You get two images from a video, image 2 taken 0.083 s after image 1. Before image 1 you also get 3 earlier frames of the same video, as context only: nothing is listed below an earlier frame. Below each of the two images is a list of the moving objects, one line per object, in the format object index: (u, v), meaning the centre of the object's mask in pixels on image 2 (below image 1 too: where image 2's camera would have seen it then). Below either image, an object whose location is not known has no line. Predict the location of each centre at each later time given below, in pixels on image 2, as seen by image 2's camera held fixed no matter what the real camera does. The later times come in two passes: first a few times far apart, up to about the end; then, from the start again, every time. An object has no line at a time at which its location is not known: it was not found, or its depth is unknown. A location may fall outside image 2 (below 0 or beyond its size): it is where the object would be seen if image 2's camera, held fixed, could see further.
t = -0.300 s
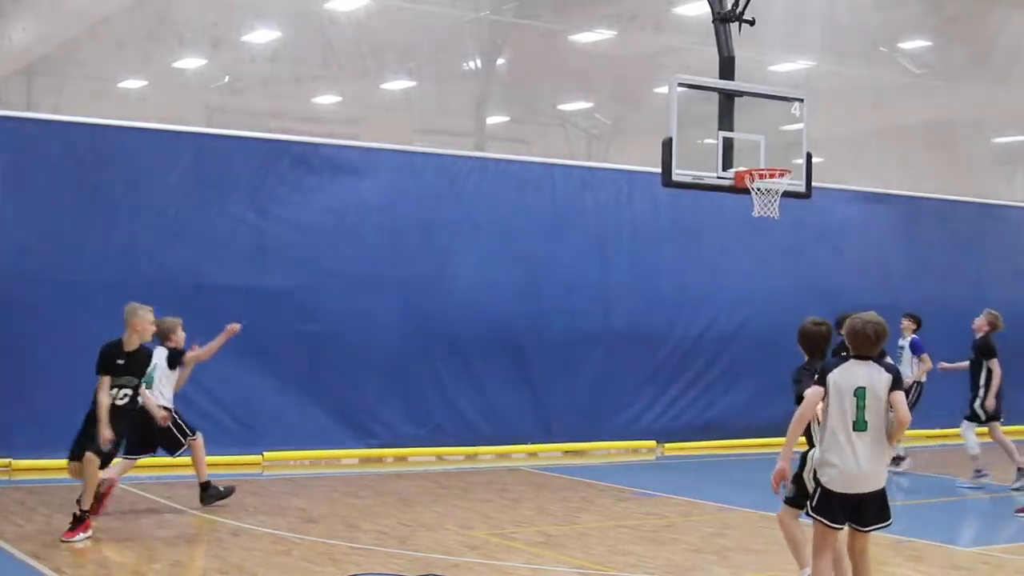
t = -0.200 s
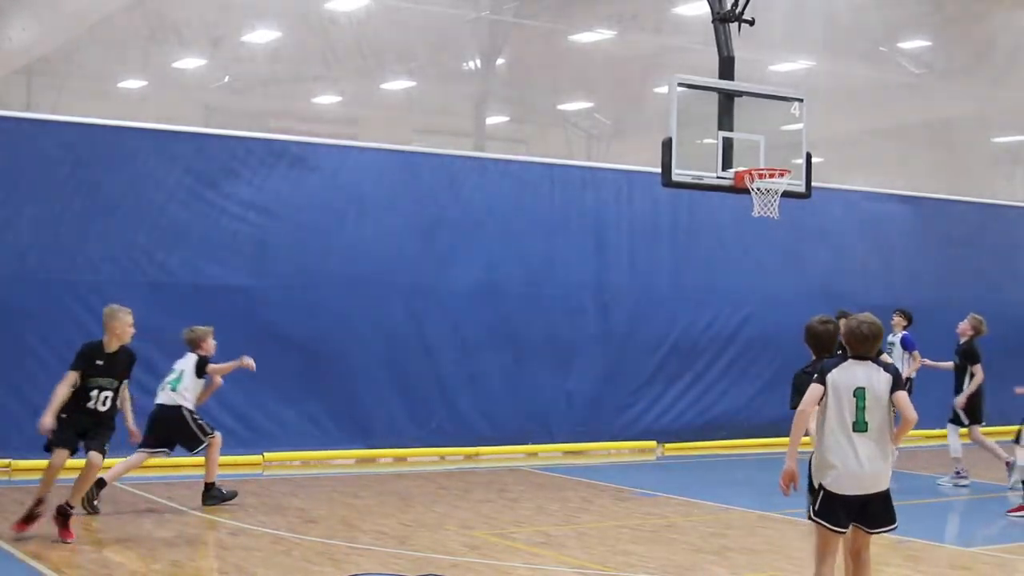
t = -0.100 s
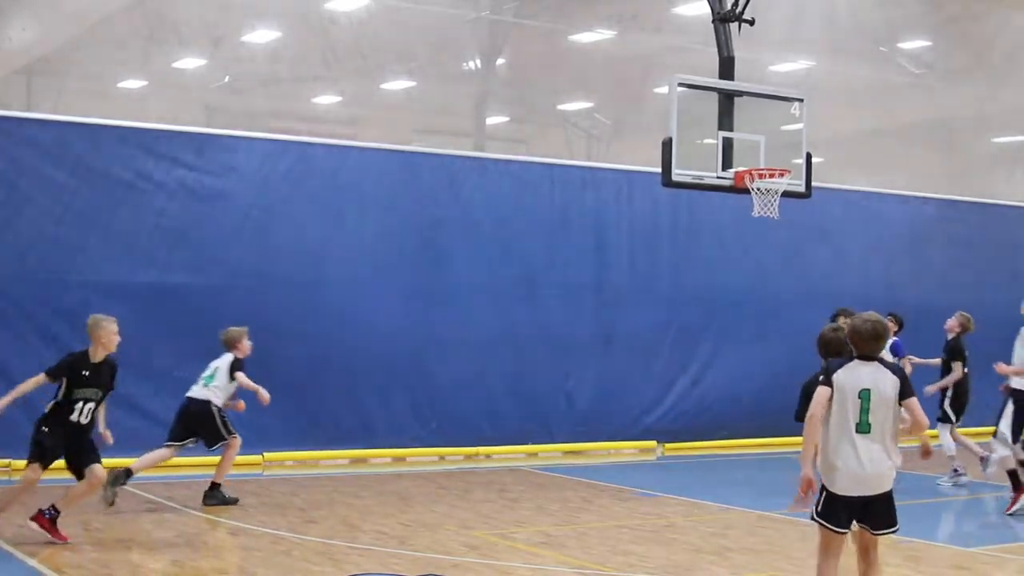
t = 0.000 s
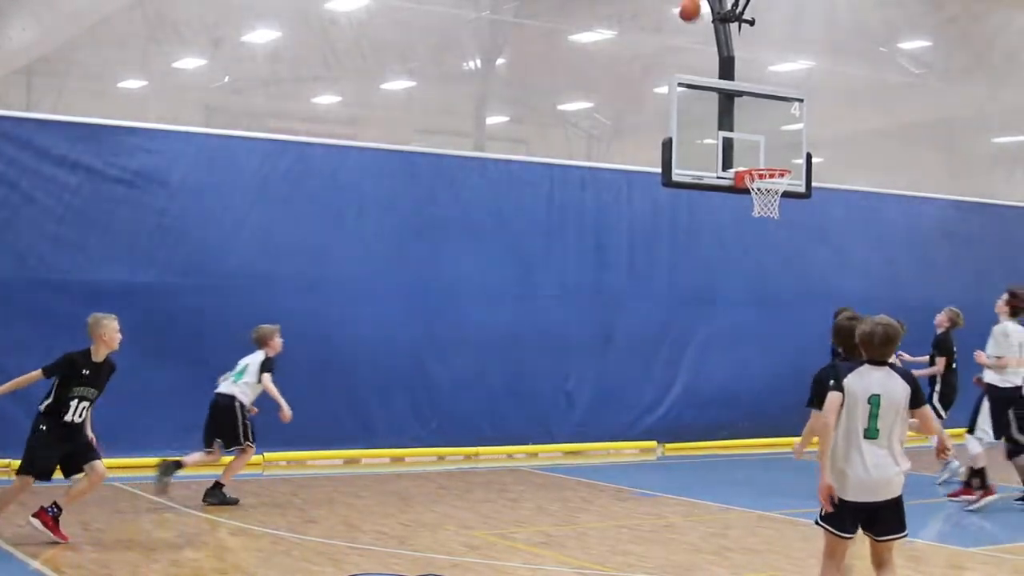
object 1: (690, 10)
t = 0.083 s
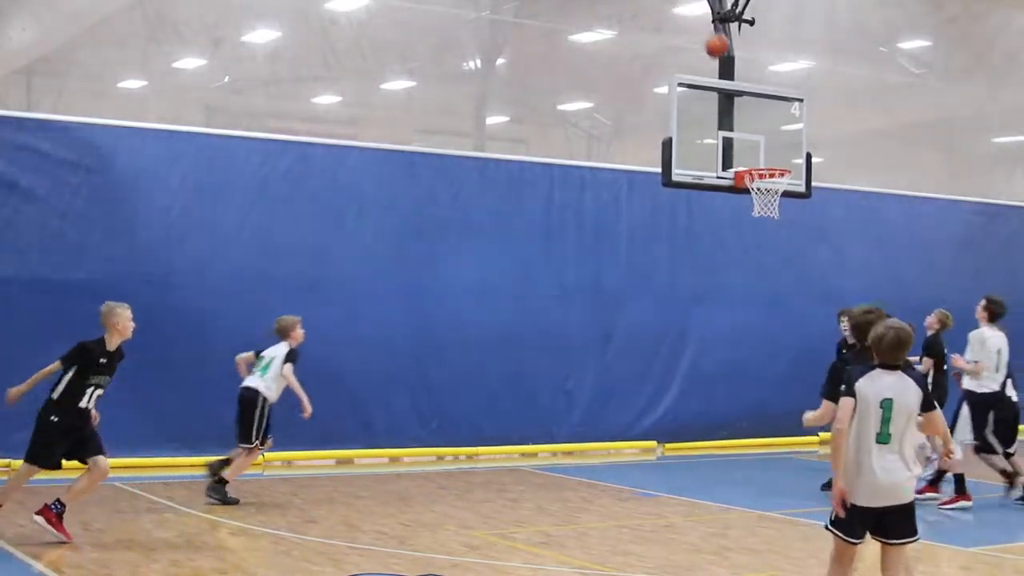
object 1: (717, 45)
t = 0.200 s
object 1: (754, 107)
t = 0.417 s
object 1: (794, 144)
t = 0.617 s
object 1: (816, 149)
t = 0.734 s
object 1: (828, 170)
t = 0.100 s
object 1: (722, 53)
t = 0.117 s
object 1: (728, 61)
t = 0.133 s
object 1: (732, 70)
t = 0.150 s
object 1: (738, 79)
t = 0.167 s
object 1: (743, 88)
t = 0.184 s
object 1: (748, 98)
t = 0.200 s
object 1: (754, 107)
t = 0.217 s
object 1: (759, 116)
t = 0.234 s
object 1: (764, 127)
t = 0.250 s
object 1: (768, 137)
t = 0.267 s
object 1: (773, 148)
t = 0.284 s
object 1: (778, 157)
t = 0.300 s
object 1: (781, 158)
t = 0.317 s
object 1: (783, 156)
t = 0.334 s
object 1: (785, 153)
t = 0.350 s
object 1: (787, 151)
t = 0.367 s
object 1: (789, 148)
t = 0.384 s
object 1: (790, 147)
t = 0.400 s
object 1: (792, 145)
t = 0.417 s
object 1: (794, 144)
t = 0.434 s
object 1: (796, 143)
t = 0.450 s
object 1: (798, 142)
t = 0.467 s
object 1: (800, 142)
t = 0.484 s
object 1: (802, 141)
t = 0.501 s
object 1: (804, 141)
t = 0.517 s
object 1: (806, 142)
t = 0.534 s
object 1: (807, 142)
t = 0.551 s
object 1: (809, 143)
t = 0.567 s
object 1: (811, 144)
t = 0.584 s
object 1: (813, 145)
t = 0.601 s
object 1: (815, 147)
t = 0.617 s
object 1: (816, 149)
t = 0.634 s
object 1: (818, 152)
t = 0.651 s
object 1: (820, 154)
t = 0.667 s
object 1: (822, 157)
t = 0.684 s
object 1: (824, 160)
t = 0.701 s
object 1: (825, 163)
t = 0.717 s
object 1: (827, 167)
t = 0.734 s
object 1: (828, 170)
